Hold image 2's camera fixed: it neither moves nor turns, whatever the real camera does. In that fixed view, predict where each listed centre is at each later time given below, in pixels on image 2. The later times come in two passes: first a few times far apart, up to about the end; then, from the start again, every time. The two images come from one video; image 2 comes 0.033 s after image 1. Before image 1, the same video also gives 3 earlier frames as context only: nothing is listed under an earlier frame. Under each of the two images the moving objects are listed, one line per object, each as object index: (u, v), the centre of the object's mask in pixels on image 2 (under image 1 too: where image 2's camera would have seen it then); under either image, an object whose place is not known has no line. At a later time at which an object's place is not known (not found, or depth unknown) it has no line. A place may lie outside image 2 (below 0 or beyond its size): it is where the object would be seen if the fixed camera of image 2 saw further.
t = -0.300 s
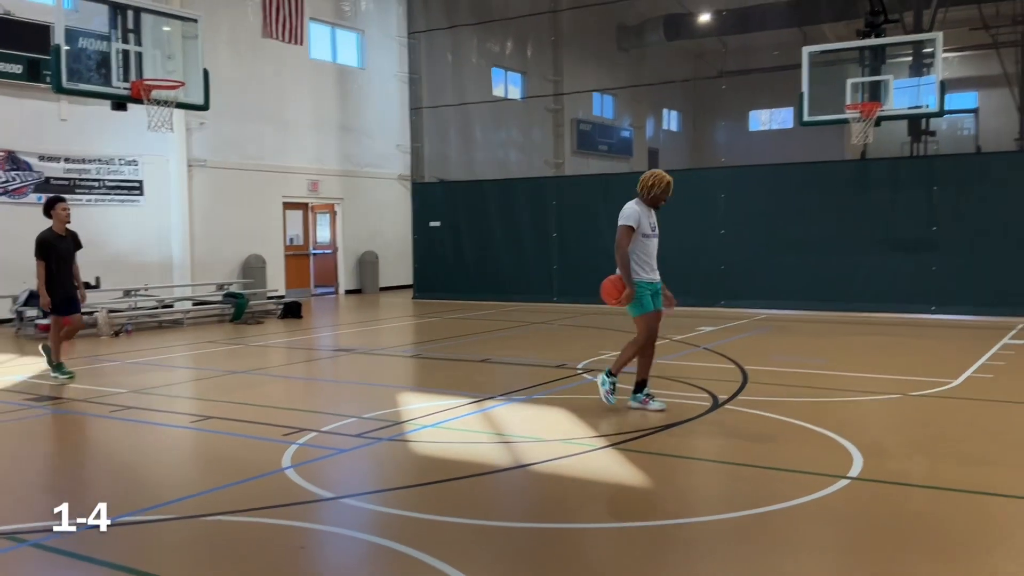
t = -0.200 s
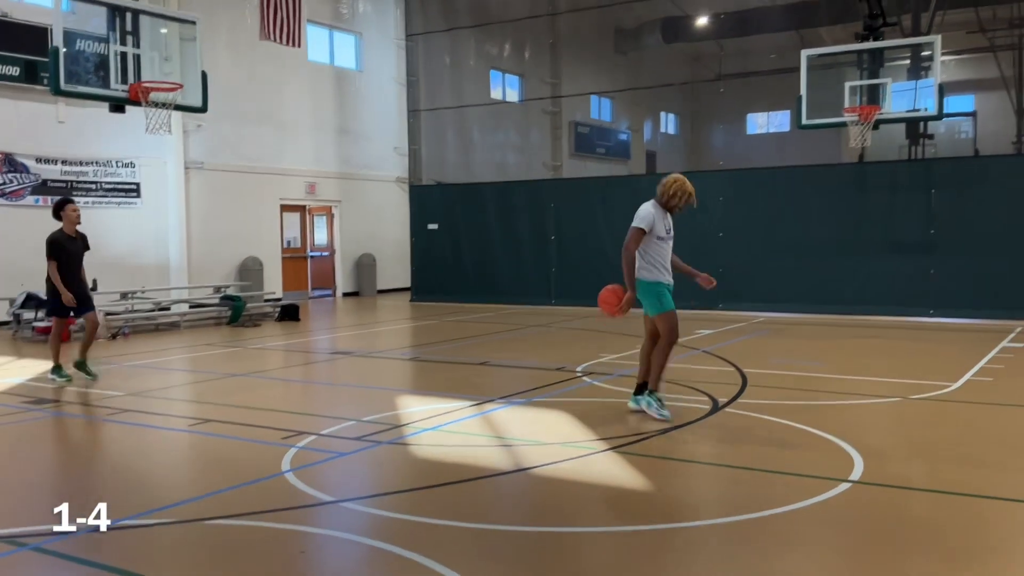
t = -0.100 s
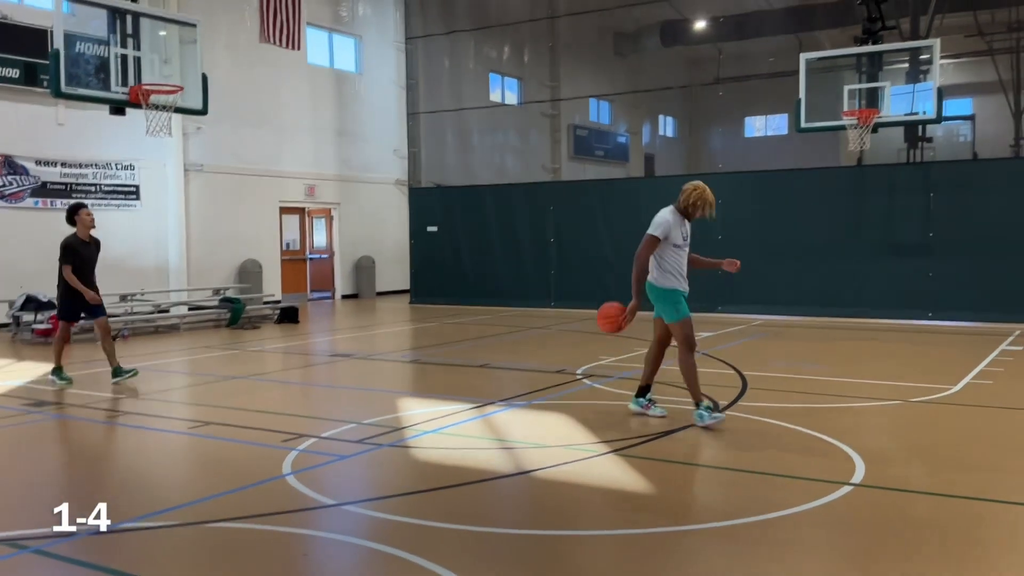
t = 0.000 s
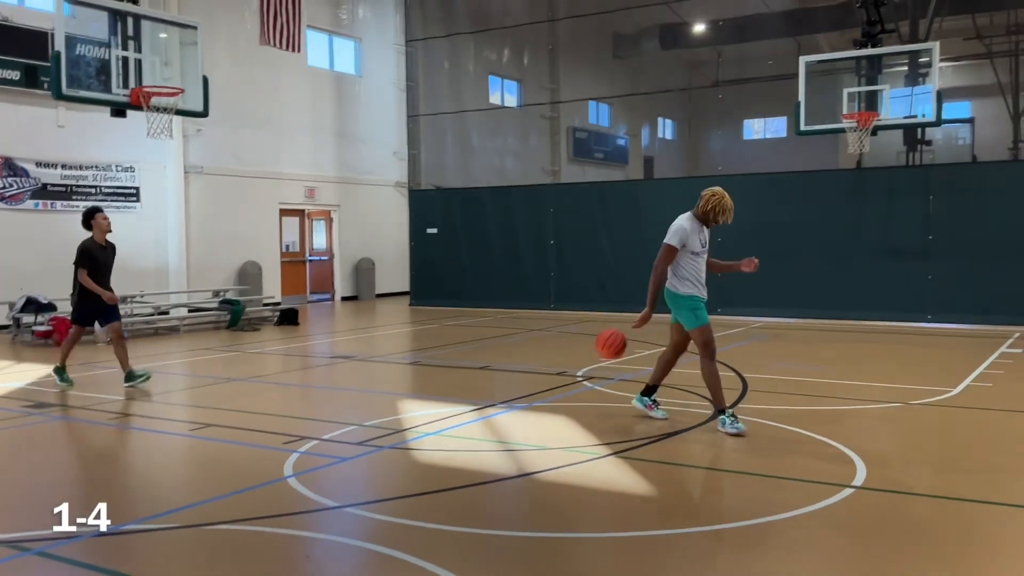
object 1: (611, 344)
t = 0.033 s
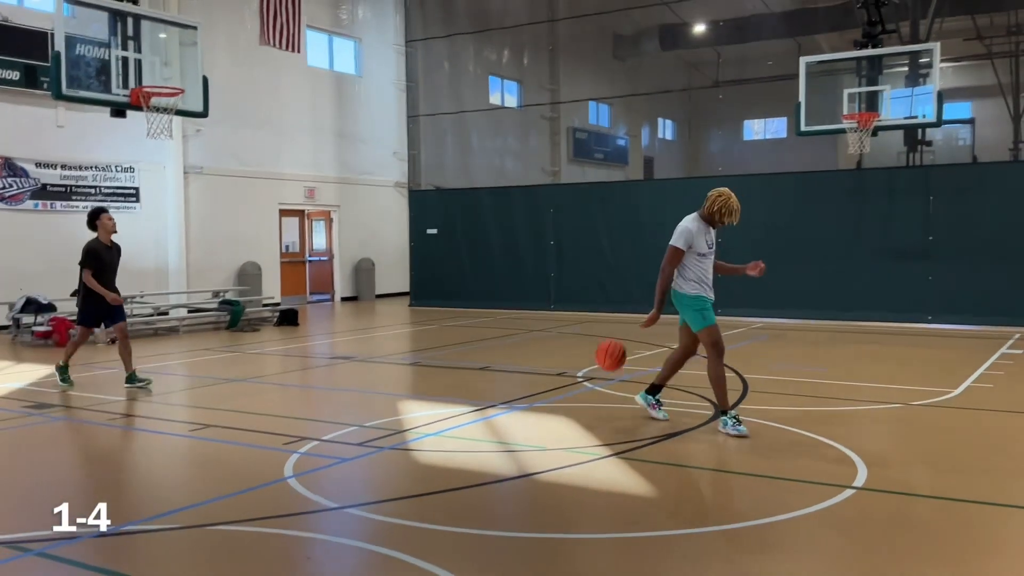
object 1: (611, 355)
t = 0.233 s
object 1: (604, 389)
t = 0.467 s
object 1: (589, 346)
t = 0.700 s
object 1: (574, 372)
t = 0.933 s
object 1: (560, 379)
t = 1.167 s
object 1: (545, 370)
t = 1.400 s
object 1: (532, 392)
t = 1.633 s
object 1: (519, 379)
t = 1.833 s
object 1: (511, 390)
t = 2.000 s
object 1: (502, 383)
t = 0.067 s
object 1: (610, 367)
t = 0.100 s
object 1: (609, 381)
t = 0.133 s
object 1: (608, 396)
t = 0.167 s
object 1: (608, 412)
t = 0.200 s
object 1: (606, 401)
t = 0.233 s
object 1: (604, 389)
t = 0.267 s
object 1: (601, 378)
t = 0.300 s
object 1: (599, 369)
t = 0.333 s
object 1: (598, 362)
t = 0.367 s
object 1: (596, 356)
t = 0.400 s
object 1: (593, 351)
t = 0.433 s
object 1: (591, 347)
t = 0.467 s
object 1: (589, 346)
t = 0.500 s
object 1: (587, 345)
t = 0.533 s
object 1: (584, 346)
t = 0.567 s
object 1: (582, 348)
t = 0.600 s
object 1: (581, 352)
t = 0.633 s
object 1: (579, 357)
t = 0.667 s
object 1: (576, 364)
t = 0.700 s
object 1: (574, 372)
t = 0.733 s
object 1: (572, 381)
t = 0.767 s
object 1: (570, 391)
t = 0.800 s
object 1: (567, 404)
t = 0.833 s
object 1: (566, 403)
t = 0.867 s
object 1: (564, 393)
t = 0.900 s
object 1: (562, 385)
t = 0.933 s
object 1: (560, 379)
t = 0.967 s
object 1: (558, 373)
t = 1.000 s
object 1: (556, 369)
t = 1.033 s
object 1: (554, 366)
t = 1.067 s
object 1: (552, 366)
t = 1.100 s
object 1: (549, 366)
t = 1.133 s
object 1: (547, 366)
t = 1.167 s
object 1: (545, 370)
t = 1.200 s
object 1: (543, 374)
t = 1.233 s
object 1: (541, 379)
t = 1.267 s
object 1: (539, 386)
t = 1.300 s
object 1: (537, 395)
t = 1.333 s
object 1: (536, 403)
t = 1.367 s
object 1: (534, 399)
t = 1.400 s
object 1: (532, 392)
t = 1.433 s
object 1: (530, 385)
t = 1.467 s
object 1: (528, 381)
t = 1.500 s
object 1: (527, 378)
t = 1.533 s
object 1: (524, 376)
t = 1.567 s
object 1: (523, 376)
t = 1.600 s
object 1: (521, 377)
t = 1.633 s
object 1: (519, 379)
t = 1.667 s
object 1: (518, 383)
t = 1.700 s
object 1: (517, 388)
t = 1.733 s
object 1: (515, 394)
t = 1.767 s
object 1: (514, 401)
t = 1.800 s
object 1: (513, 396)
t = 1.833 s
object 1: (511, 390)
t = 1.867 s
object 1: (509, 386)
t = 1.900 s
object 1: (507, 383)
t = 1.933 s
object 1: (505, 382)
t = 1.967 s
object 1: (504, 382)
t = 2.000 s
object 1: (502, 383)
